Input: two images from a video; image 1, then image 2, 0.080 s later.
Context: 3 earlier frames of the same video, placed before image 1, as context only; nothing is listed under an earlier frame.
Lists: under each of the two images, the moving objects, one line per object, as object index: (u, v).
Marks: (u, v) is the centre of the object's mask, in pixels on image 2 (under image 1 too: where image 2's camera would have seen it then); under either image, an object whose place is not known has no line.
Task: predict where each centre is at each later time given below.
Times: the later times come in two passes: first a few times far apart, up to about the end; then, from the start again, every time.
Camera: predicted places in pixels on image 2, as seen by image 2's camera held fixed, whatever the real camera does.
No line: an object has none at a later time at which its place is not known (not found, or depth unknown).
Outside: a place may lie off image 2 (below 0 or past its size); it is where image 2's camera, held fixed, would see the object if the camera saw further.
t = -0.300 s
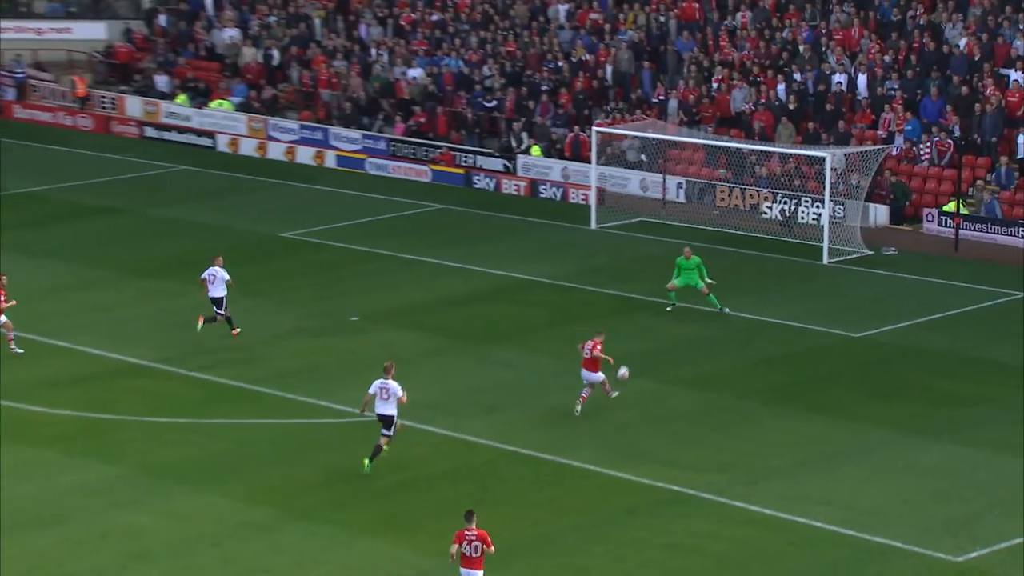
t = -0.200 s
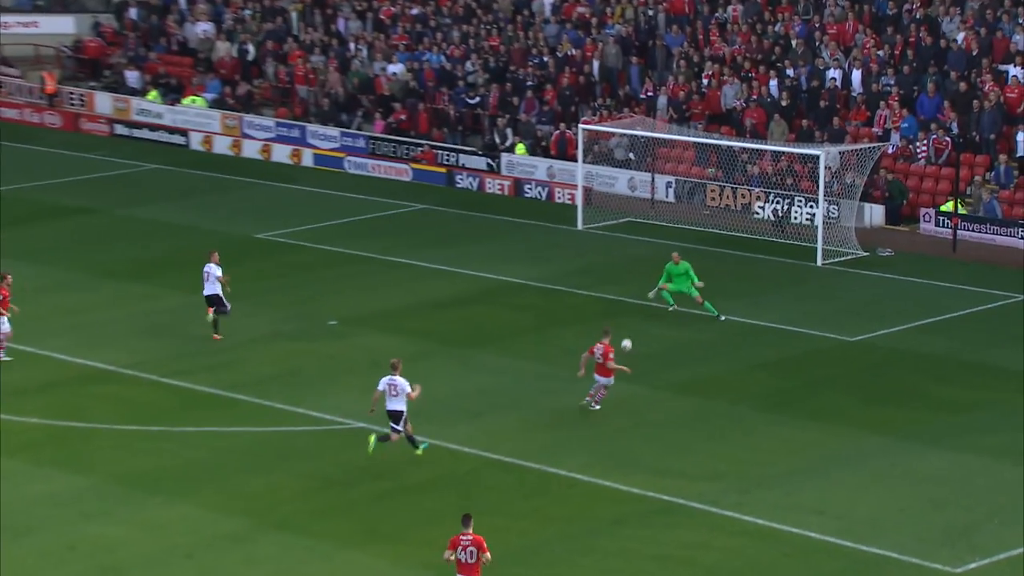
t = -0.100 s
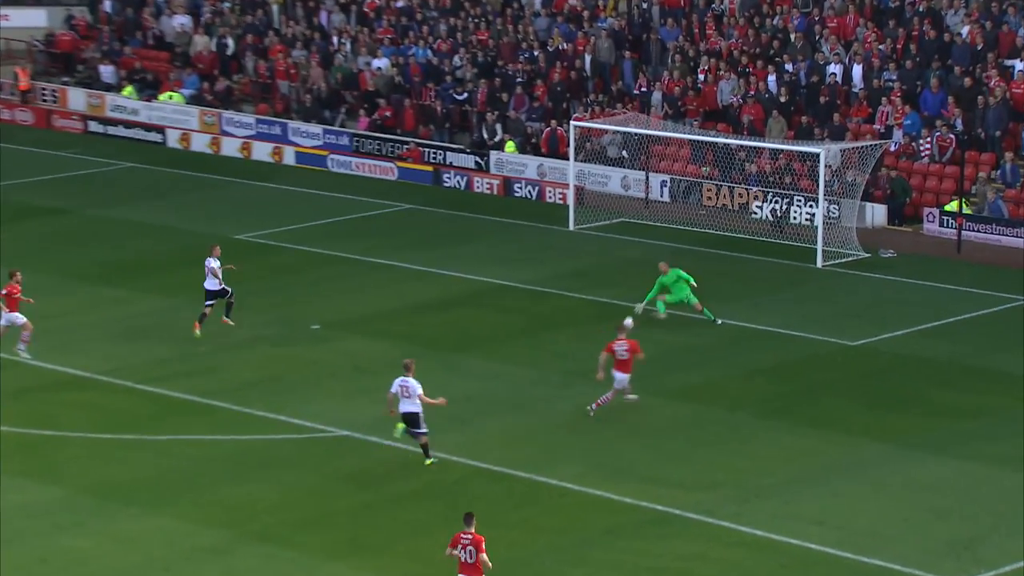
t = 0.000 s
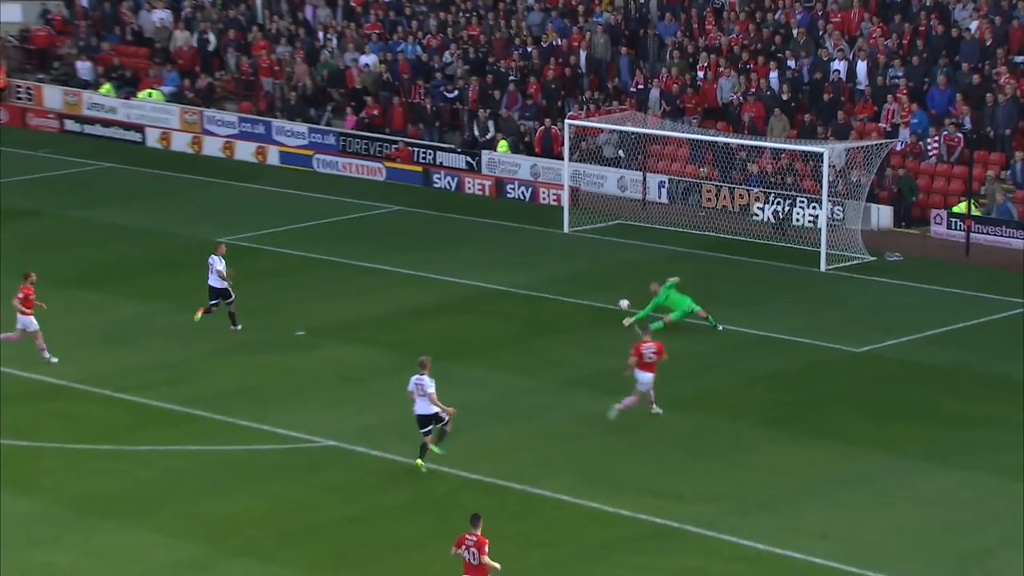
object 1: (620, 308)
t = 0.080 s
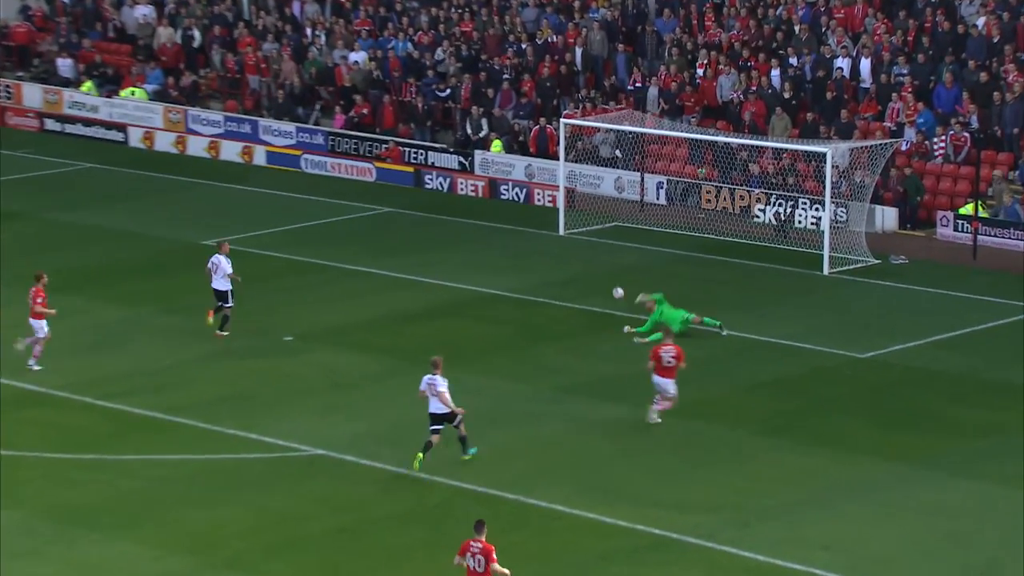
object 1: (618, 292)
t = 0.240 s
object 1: (612, 265)
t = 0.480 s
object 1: (602, 230)
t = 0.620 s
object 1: (599, 201)
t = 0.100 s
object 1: (617, 289)
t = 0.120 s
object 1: (616, 285)
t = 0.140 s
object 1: (616, 281)
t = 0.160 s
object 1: (615, 278)
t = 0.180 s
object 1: (615, 274)
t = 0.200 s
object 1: (614, 271)
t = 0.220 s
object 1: (613, 268)
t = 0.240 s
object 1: (612, 265)
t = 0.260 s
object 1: (612, 262)
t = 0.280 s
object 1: (610, 259)
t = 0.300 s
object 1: (610, 255)
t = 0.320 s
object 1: (609, 252)
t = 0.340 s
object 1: (608, 249)
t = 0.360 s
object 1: (608, 246)
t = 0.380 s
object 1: (606, 243)
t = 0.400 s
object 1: (606, 240)
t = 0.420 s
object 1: (605, 237)
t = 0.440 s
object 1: (604, 235)
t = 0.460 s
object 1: (603, 232)
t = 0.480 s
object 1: (602, 230)
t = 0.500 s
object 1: (601, 228)
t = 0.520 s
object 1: (600, 225)
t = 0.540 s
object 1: (598, 223)
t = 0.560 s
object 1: (598, 218)
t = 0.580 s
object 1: (598, 213)
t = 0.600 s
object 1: (599, 207)
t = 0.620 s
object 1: (599, 201)
